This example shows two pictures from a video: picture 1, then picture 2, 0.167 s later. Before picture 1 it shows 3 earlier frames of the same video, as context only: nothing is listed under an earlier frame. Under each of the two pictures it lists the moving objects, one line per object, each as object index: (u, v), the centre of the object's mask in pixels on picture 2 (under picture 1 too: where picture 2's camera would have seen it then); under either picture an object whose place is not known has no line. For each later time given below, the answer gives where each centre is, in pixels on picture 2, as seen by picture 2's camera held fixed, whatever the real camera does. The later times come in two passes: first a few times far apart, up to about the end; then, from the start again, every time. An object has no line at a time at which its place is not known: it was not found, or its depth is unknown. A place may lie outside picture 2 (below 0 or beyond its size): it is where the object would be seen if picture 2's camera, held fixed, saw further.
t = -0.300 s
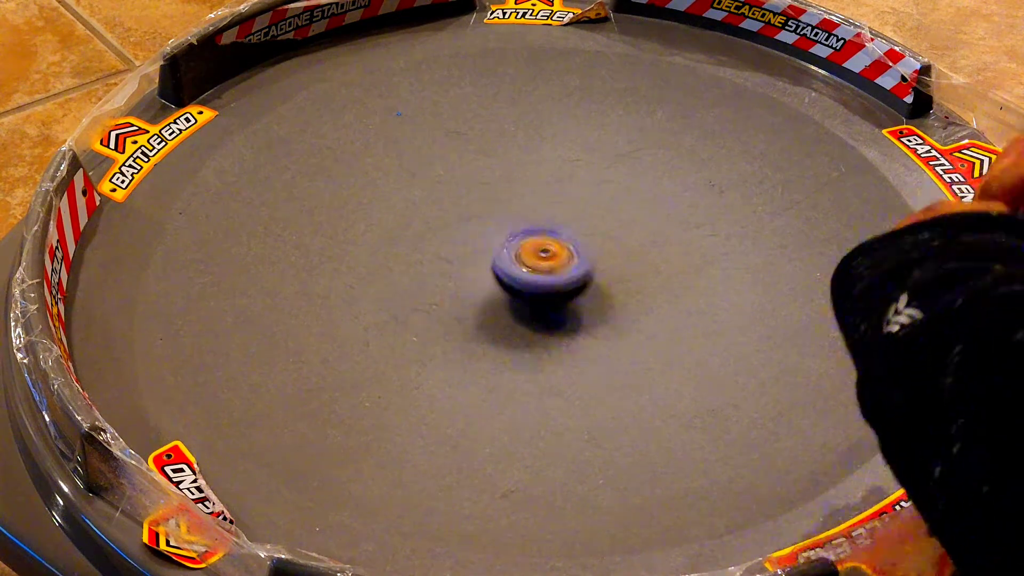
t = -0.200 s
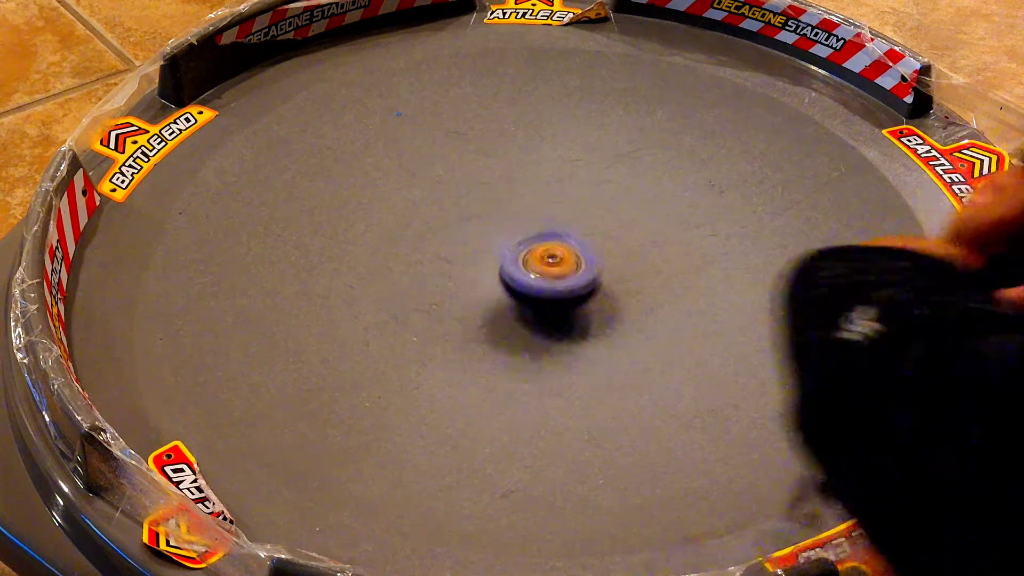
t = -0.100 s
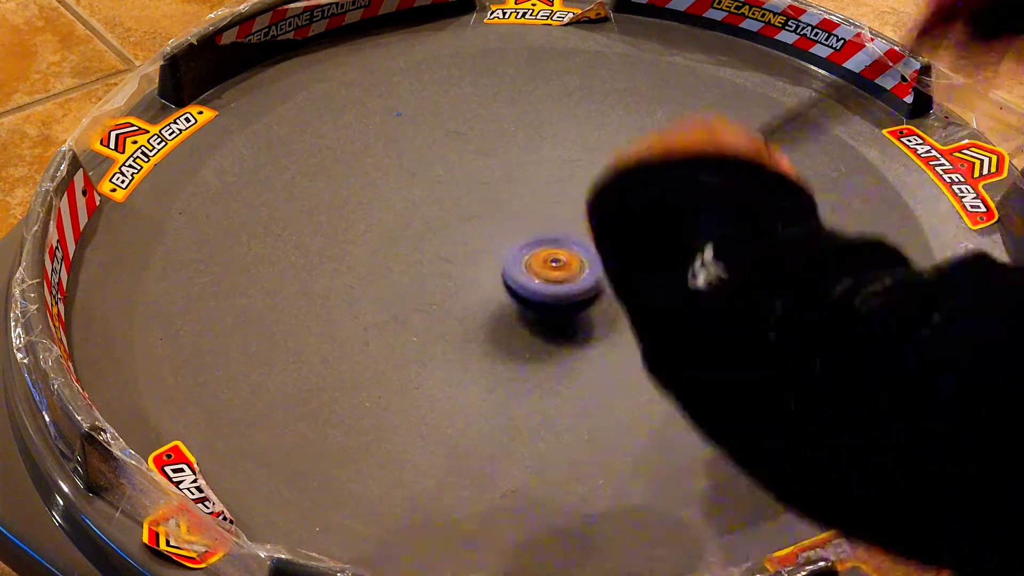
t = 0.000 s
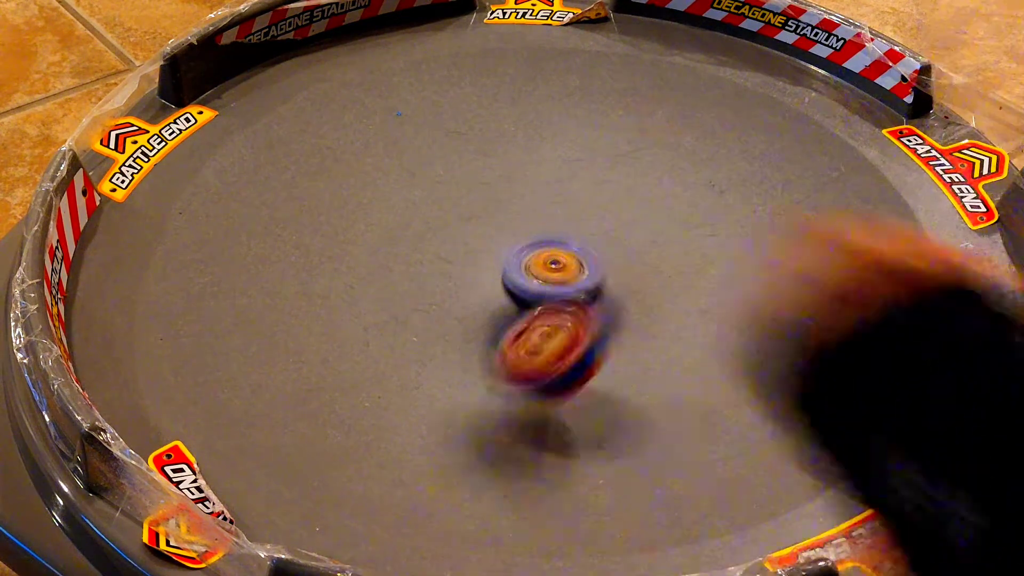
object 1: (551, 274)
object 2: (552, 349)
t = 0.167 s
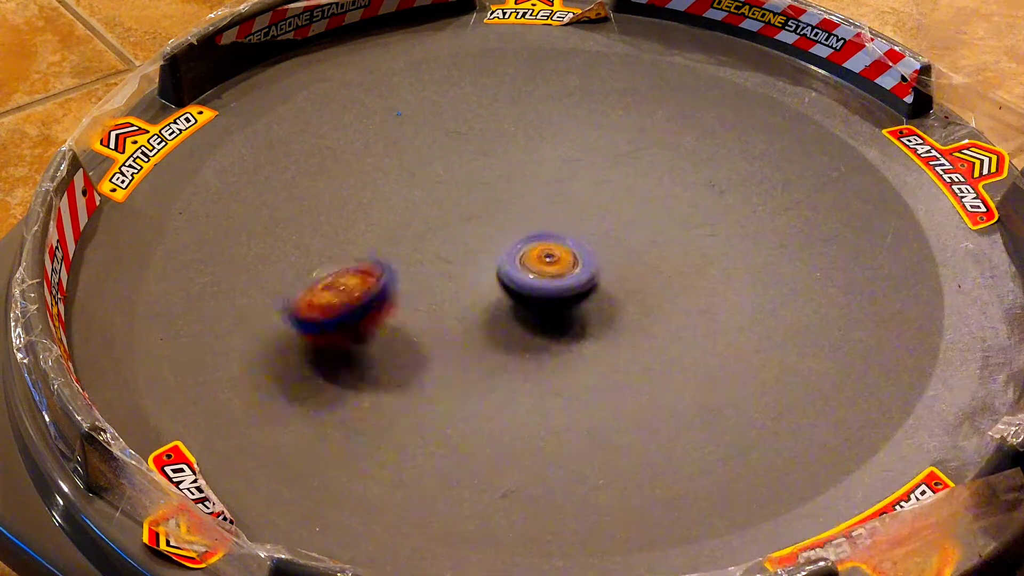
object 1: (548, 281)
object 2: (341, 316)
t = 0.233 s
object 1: (548, 278)
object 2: (281, 291)
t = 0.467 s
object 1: (559, 267)
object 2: (189, 245)
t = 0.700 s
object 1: (579, 264)
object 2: (233, 260)
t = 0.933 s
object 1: (582, 264)
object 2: (354, 295)
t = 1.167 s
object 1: (565, 269)
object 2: (456, 300)
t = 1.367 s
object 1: (665, 230)
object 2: (270, 297)
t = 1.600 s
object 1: (719, 211)
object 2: (227, 260)
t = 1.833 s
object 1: (728, 209)
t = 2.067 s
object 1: (703, 218)
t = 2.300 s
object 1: (635, 221)
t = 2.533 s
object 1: (557, 229)
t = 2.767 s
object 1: (503, 235)
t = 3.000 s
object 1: (467, 230)
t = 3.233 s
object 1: (439, 242)
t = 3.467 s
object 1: (430, 254)
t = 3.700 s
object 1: (448, 269)
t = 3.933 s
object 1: (488, 276)
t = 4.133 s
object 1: (540, 281)
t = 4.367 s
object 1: (589, 295)
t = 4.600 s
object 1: (610, 303)
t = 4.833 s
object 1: (616, 297)
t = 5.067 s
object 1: (595, 283)
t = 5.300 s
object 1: (557, 252)
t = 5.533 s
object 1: (553, 224)
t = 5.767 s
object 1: (559, 216)
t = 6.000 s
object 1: (558, 225)
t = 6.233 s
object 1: (543, 262)
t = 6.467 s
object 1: (501, 281)
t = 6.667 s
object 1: (476, 276)
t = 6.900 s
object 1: (481, 271)
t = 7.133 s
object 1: (532, 262)
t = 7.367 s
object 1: (592, 276)
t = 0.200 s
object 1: (548, 279)
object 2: (310, 307)
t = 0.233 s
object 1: (548, 278)
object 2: (281, 291)
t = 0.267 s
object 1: (548, 276)
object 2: (257, 282)
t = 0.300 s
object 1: (550, 275)
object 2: (236, 274)
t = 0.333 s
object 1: (550, 271)
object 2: (219, 261)
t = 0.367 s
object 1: (552, 268)
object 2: (206, 258)
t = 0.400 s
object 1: (554, 265)
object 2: (198, 252)
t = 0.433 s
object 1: (556, 264)
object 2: (191, 248)
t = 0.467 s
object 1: (559, 267)
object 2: (189, 245)
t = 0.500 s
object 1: (562, 268)
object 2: (188, 244)
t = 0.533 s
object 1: (565, 263)
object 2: (191, 244)
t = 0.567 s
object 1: (569, 265)
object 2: (195, 245)
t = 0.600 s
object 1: (571, 260)
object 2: (202, 248)
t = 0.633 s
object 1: (575, 264)
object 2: (210, 251)
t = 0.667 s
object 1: (577, 264)
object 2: (221, 256)
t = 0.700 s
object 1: (579, 264)
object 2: (233, 260)
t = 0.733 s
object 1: (579, 260)
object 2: (248, 265)
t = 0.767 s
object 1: (582, 260)
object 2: (264, 271)
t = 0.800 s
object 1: (582, 260)
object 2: (280, 277)
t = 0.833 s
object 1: (583, 262)
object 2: (297, 280)
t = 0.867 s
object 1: (583, 262)
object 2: (317, 287)
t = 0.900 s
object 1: (583, 263)
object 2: (336, 291)
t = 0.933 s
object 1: (582, 264)
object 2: (354, 295)
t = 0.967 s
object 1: (582, 264)
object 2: (373, 298)
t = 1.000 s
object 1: (579, 265)
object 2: (391, 301)
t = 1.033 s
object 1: (578, 265)
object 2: (408, 303)
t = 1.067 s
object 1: (575, 267)
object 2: (422, 303)
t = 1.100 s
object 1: (573, 267)
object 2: (434, 303)
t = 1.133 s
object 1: (569, 267)
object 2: (446, 301)
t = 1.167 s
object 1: (565, 269)
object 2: (456, 300)
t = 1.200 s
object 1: (564, 268)
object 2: (459, 296)
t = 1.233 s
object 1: (590, 256)
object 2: (425, 302)
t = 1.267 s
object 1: (615, 247)
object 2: (390, 307)
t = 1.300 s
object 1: (635, 242)
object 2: (350, 306)
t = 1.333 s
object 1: (651, 235)
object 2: (313, 303)
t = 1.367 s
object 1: (665, 230)
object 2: (270, 297)
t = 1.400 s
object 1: (676, 225)
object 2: (229, 288)
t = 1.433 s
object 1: (686, 221)
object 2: (188, 280)
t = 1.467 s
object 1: (695, 218)
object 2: (148, 271)
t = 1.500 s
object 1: (702, 216)
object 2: (108, 268)
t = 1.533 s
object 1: (709, 214)
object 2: (139, 236)
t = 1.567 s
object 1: (715, 212)
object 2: (180, 250)
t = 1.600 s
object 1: (719, 211)
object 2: (227, 260)
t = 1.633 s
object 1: (723, 210)
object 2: (268, 253)
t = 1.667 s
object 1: (724, 206)
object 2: (309, 245)
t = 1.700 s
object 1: (727, 210)
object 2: (352, 240)
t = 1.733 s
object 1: (727, 210)
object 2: (390, 236)
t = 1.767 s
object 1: (727, 209)
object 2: (424, 226)
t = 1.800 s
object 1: (728, 210)
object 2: (454, 215)
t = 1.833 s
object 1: (728, 209)
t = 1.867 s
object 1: (728, 209)
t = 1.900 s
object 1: (727, 210)
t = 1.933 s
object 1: (725, 211)
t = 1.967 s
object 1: (722, 213)
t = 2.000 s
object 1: (717, 214)
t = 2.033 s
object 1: (711, 216)
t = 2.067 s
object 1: (703, 218)
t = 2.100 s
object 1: (695, 220)
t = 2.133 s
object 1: (688, 220)
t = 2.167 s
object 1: (678, 224)
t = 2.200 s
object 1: (667, 220)
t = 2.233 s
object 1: (657, 219)
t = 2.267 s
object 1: (647, 218)
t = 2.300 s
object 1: (635, 221)
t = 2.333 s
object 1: (624, 226)
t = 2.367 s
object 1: (611, 223)
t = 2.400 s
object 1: (600, 223)
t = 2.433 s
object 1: (588, 225)
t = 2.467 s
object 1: (578, 225)
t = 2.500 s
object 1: (568, 228)
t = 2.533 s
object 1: (557, 229)
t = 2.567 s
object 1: (546, 230)
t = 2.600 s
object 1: (539, 230)
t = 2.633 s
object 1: (530, 235)
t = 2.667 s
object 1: (523, 235)
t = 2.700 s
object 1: (517, 235)
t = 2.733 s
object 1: (511, 234)
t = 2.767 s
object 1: (503, 235)
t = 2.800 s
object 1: (498, 233)
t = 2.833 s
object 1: (493, 233)
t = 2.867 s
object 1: (487, 231)
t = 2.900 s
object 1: (483, 232)
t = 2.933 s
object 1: (477, 229)
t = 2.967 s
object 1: (472, 229)
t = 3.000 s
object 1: (467, 230)
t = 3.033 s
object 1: (463, 233)
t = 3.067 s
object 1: (458, 234)
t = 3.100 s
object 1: (453, 235)
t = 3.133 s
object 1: (450, 235)
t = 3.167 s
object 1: (447, 237)
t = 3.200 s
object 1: (442, 238)
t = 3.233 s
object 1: (439, 242)
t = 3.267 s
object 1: (436, 242)
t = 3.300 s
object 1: (433, 245)
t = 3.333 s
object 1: (432, 246)
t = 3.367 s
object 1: (431, 248)
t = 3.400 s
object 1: (431, 249)
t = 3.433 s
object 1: (430, 251)
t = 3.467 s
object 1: (430, 254)
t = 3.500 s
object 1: (431, 256)
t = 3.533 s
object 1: (433, 258)
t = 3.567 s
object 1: (434, 259)
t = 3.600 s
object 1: (437, 262)
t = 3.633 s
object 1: (441, 266)
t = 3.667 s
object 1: (443, 266)
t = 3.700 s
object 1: (448, 269)
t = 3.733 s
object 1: (451, 271)
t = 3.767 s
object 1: (457, 272)
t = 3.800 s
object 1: (462, 273)
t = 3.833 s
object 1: (467, 271)
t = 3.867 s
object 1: (473, 274)
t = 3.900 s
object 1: (480, 276)
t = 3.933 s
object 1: (488, 276)
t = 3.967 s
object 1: (496, 276)
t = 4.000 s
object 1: (504, 277)
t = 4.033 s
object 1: (514, 278)
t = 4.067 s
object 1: (522, 278)
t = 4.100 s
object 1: (531, 279)
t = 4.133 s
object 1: (540, 281)
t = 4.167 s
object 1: (550, 283)
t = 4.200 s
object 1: (559, 284)
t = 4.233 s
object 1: (566, 286)
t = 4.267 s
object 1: (573, 288)
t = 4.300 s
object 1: (579, 292)
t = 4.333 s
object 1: (584, 289)
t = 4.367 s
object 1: (589, 295)
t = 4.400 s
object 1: (592, 297)
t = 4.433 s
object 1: (595, 299)
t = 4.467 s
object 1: (599, 301)
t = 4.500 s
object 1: (603, 303)
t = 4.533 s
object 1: (606, 303)
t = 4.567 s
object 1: (608, 304)
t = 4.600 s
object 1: (610, 303)
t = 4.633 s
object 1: (612, 303)
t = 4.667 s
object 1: (614, 303)
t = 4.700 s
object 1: (616, 302)
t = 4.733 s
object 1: (617, 300)
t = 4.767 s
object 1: (617, 299)
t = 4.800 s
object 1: (617, 298)
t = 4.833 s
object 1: (616, 297)
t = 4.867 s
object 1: (615, 295)
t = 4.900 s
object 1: (614, 294)
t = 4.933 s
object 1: (612, 292)
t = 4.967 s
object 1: (608, 289)
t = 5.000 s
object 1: (604, 288)
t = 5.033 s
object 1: (599, 286)
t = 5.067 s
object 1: (595, 283)
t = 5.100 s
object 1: (590, 280)
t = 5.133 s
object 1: (584, 278)
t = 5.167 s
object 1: (578, 274)
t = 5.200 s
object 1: (571, 269)
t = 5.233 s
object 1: (565, 265)
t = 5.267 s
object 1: (561, 260)
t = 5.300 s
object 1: (557, 252)
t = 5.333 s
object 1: (556, 249)
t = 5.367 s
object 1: (553, 244)
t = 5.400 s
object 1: (551, 236)
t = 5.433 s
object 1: (551, 234)
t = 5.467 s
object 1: (550, 228)
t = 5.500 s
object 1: (551, 228)
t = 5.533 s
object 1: (553, 224)
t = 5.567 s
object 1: (555, 218)
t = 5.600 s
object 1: (556, 218)
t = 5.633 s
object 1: (557, 213)
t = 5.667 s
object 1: (558, 216)
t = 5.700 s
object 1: (559, 216)
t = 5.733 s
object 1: (559, 216)
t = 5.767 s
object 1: (559, 216)
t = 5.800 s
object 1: (559, 217)
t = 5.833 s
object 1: (560, 217)
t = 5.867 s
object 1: (560, 218)
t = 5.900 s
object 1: (560, 220)
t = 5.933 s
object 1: (560, 222)
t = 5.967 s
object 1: (559, 224)
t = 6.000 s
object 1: (558, 225)
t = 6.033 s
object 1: (558, 232)
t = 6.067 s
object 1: (557, 236)
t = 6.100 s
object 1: (557, 241)
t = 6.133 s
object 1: (555, 247)
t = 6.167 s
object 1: (552, 252)
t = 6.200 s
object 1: (548, 257)
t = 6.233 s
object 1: (543, 262)
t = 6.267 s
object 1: (539, 265)
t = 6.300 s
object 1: (532, 266)
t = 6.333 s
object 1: (527, 273)
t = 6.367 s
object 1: (520, 275)
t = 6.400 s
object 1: (514, 278)
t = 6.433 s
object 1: (508, 280)
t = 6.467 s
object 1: (501, 281)
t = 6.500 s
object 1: (496, 282)
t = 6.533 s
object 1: (490, 281)
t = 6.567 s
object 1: (484, 280)
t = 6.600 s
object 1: (481, 279)
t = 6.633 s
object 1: (477, 276)
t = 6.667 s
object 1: (476, 276)
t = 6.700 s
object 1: (475, 275)
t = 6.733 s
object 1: (474, 275)
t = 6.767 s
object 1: (475, 274)
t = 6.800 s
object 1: (475, 273)
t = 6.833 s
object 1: (476, 273)
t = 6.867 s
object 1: (478, 273)
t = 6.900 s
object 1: (481, 271)
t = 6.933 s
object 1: (485, 269)
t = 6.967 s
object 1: (491, 267)
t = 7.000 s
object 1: (497, 265)
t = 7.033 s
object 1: (505, 264)
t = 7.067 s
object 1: (514, 263)
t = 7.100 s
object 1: (522, 263)
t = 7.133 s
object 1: (532, 262)
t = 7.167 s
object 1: (542, 259)
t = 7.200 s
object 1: (553, 264)
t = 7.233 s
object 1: (561, 262)
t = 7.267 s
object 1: (570, 267)
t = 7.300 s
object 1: (578, 270)
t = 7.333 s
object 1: (585, 272)
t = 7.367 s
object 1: (592, 276)
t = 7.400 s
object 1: (597, 279)
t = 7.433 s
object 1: (601, 283)
